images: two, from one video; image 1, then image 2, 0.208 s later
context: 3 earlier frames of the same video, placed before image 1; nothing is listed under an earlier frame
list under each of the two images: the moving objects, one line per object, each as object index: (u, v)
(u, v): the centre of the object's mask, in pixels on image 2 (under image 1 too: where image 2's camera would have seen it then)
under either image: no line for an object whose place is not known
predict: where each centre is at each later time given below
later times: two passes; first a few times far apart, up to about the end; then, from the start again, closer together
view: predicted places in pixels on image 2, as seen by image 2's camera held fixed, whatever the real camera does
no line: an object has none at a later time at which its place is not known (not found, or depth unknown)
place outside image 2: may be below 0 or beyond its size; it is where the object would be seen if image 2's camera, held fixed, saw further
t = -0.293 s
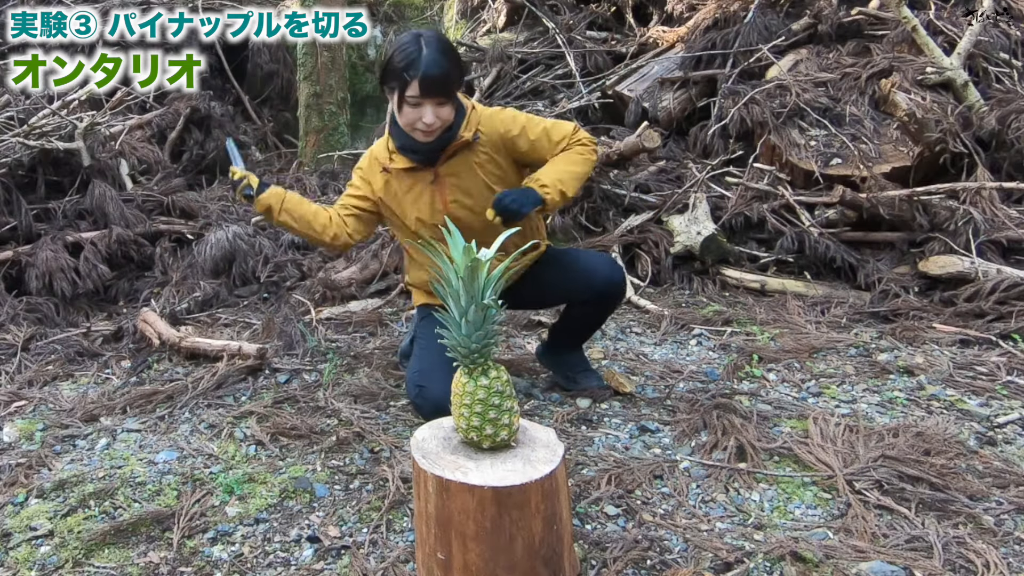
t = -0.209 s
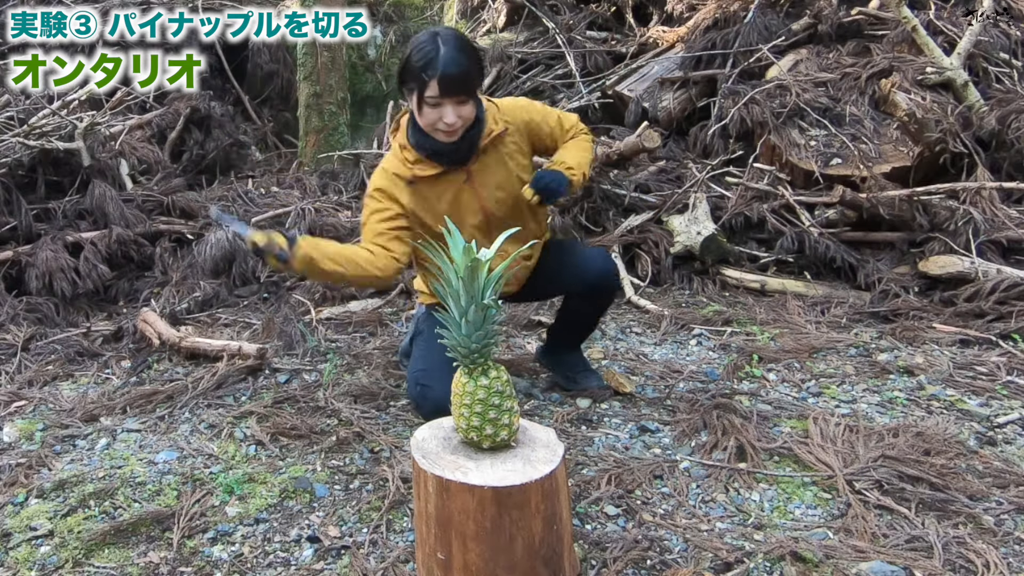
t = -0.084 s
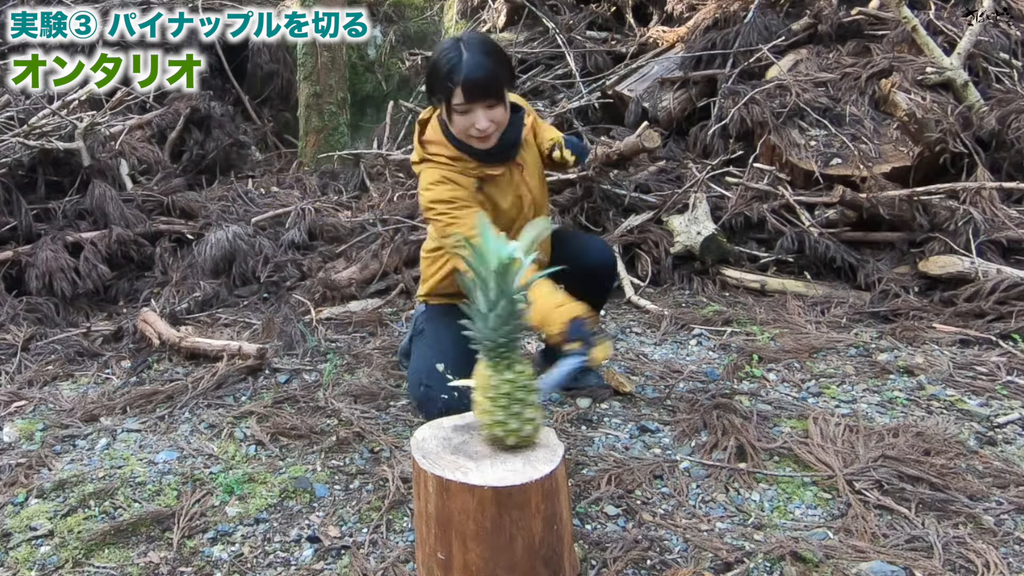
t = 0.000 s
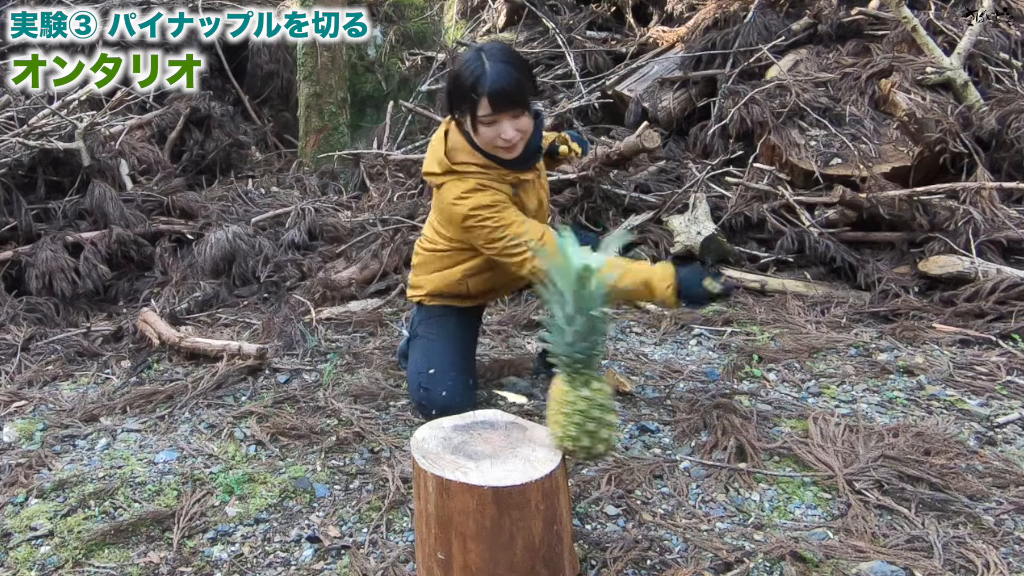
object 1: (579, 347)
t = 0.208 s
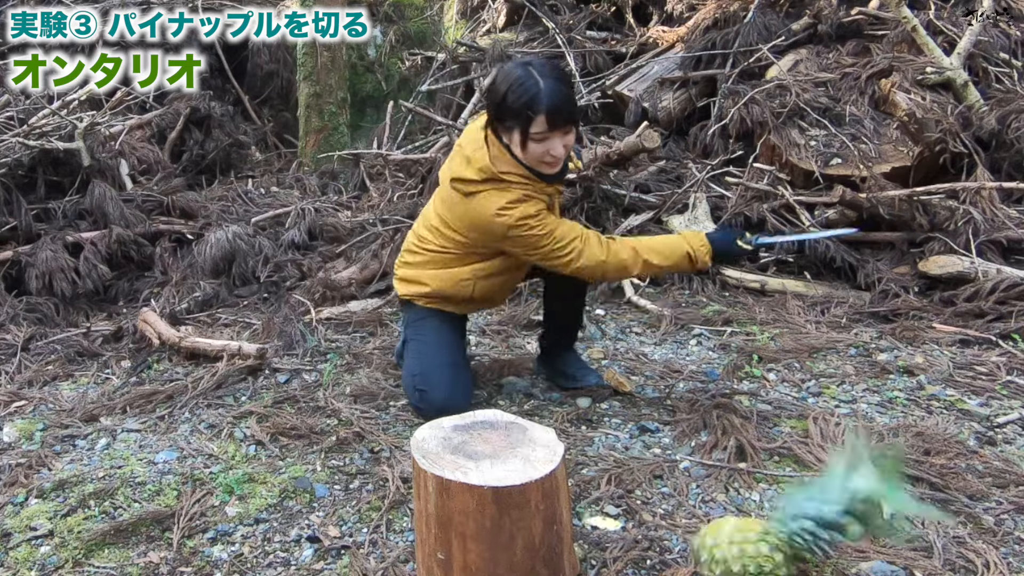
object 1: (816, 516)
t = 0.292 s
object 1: (836, 552)
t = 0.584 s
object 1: (895, 530)
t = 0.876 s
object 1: (871, 507)
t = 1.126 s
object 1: (866, 504)
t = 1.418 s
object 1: (866, 504)
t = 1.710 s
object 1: (866, 504)
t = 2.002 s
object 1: (866, 504)
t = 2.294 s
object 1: (866, 504)
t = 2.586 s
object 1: (866, 504)
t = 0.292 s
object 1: (836, 552)
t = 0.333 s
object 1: (882, 544)
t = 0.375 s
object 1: (900, 538)
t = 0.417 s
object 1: (896, 537)
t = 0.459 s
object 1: (898, 540)
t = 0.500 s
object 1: (895, 540)
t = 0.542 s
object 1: (900, 532)
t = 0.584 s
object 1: (895, 530)
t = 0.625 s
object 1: (894, 531)
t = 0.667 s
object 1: (886, 524)
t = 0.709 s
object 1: (880, 518)
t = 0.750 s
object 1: (878, 514)
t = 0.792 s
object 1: (875, 512)
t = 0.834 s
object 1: (875, 510)
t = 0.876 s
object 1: (871, 507)
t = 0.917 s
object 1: (868, 506)
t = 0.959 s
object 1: (867, 505)
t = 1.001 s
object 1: (866, 504)
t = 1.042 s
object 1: (866, 504)
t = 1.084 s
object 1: (866, 504)
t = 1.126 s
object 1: (866, 504)
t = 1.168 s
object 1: (866, 504)
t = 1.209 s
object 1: (866, 504)
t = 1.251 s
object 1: (866, 504)
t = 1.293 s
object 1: (866, 504)
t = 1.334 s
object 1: (866, 504)
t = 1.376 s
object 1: (866, 504)
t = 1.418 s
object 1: (866, 504)
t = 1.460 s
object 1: (866, 504)
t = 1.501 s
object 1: (866, 504)
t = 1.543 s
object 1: (866, 504)
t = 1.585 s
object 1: (866, 504)
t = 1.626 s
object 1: (866, 504)
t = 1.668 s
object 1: (866, 504)
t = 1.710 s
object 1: (866, 504)
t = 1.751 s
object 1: (866, 504)
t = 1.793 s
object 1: (866, 504)
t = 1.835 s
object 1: (866, 504)
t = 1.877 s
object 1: (866, 504)
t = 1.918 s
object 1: (866, 504)
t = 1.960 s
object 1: (866, 504)
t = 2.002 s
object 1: (866, 504)
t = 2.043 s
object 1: (866, 504)
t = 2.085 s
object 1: (866, 504)
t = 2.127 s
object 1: (866, 504)
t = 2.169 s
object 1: (866, 504)
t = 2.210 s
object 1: (866, 504)
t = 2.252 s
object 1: (866, 504)
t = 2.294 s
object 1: (866, 504)
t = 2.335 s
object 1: (866, 504)
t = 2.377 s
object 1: (866, 504)
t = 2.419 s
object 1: (866, 504)
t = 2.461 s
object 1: (866, 504)
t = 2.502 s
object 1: (866, 504)
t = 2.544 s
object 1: (866, 504)
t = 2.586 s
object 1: (866, 504)
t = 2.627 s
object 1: (866, 504)
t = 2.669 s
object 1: (866, 504)
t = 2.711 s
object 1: (866, 504)
